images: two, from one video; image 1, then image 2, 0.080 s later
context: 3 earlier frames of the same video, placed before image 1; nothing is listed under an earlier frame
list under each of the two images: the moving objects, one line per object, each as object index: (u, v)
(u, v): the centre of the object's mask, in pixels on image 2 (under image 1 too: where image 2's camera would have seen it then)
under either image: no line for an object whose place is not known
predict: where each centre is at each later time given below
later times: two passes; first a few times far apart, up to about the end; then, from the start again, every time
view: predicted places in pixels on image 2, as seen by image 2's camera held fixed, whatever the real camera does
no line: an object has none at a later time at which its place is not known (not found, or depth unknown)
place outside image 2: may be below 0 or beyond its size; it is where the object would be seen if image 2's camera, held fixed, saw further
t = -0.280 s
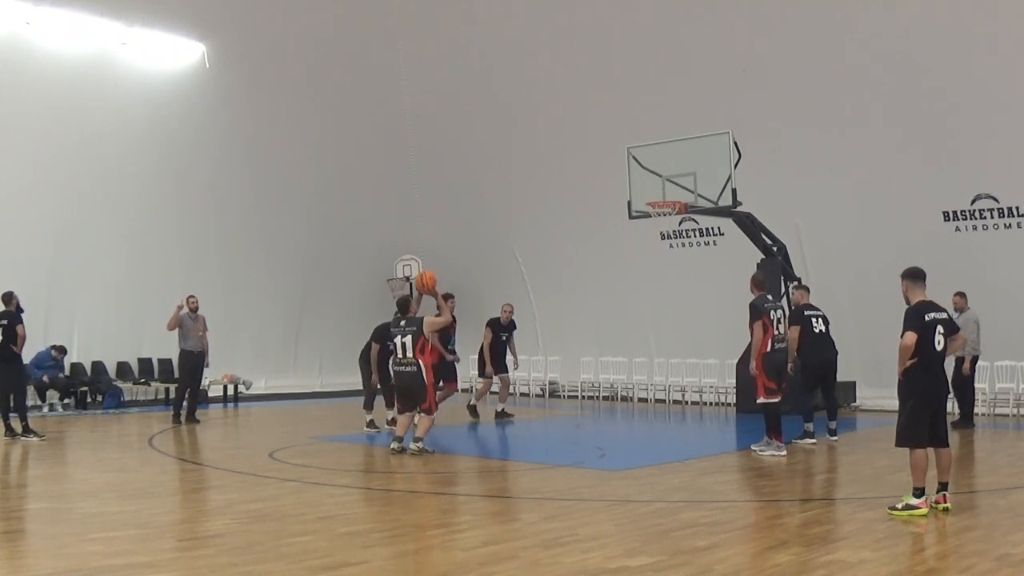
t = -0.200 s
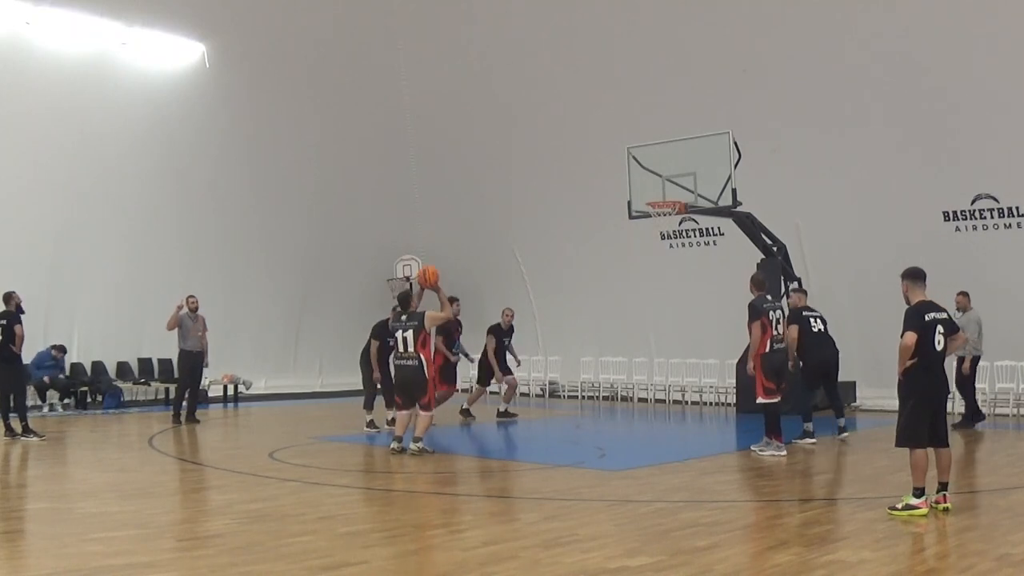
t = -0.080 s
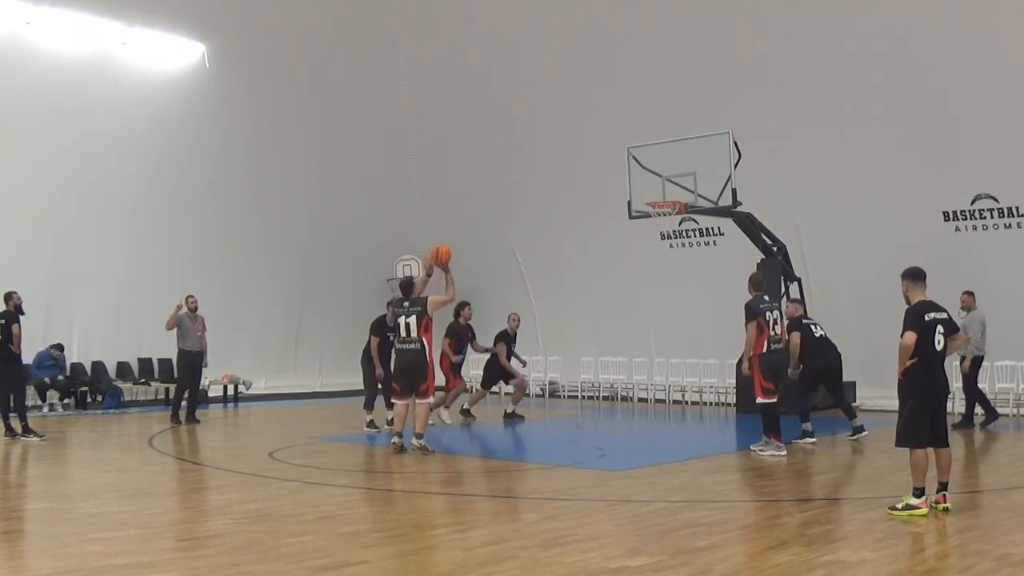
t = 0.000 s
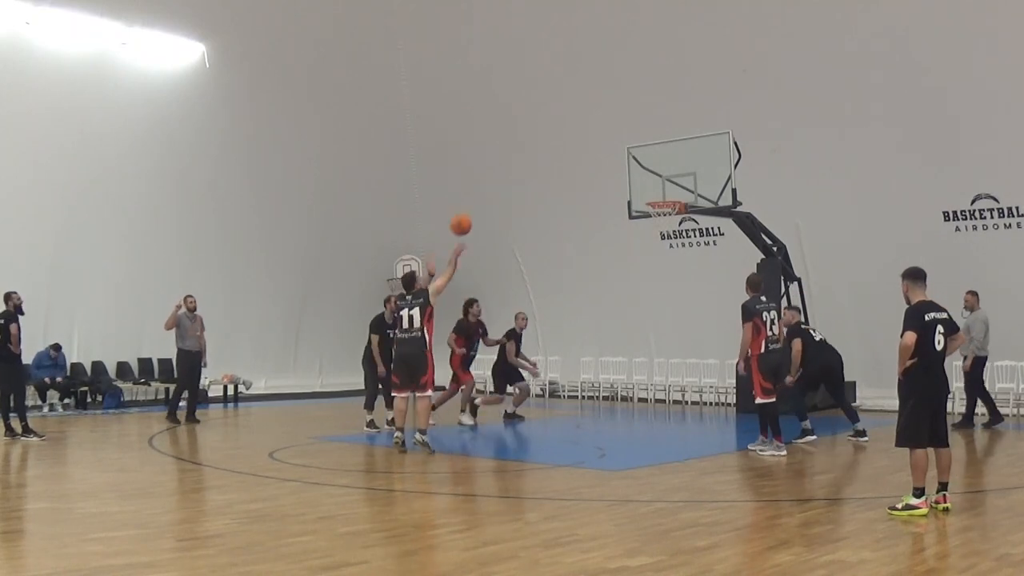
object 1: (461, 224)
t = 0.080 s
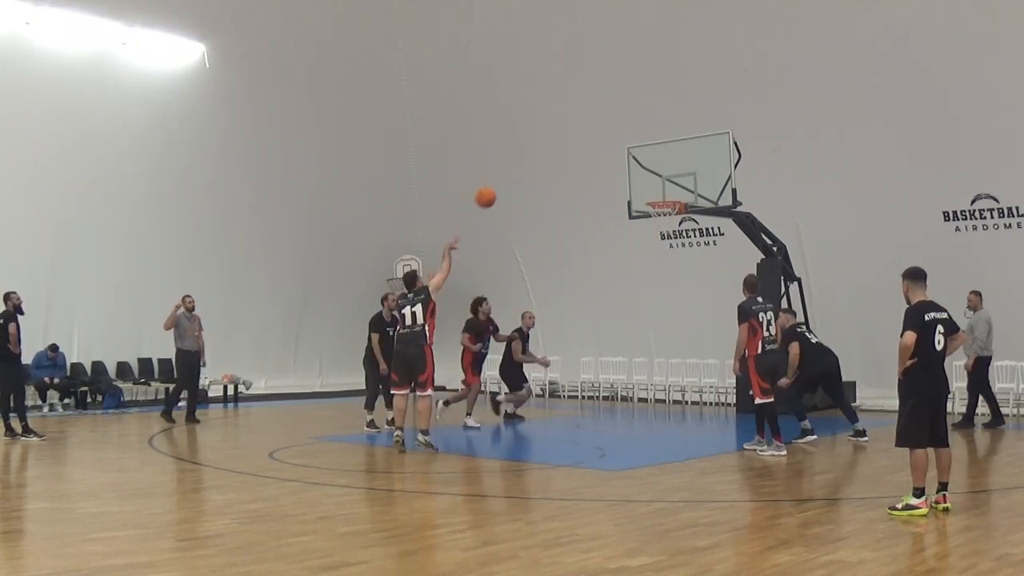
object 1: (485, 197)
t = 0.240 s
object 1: (531, 162)
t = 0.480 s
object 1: (591, 150)
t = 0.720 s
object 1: (643, 181)
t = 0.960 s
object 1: (691, 183)
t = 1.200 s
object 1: (742, 196)
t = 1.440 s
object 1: (798, 254)
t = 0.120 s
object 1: (497, 186)
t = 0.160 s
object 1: (509, 176)
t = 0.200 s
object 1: (520, 168)
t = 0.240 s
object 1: (531, 162)
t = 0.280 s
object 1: (541, 156)
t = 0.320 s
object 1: (551, 152)
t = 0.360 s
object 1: (562, 150)
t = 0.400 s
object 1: (572, 149)
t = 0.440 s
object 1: (581, 149)
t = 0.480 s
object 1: (591, 150)
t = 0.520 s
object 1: (600, 152)
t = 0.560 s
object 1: (609, 156)
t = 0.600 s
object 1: (618, 161)
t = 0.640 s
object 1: (627, 166)
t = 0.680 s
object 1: (635, 173)
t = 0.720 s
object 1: (643, 181)
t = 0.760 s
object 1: (651, 190)
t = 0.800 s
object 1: (659, 197)
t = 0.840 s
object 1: (667, 193)
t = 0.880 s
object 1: (675, 189)
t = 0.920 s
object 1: (683, 186)
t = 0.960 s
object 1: (691, 183)
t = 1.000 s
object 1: (699, 183)
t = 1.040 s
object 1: (707, 183)
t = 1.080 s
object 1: (716, 184)
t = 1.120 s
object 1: (724, 187)
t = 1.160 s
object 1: (733, 190)
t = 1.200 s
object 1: (742, 196)
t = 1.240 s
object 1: (751, 202)
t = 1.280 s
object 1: (760, 210)
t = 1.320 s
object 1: (769, 219)
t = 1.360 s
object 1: (778, 229)
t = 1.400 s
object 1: (788, 241)
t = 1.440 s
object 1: (798, 254)
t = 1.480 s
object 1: (807, 269)
